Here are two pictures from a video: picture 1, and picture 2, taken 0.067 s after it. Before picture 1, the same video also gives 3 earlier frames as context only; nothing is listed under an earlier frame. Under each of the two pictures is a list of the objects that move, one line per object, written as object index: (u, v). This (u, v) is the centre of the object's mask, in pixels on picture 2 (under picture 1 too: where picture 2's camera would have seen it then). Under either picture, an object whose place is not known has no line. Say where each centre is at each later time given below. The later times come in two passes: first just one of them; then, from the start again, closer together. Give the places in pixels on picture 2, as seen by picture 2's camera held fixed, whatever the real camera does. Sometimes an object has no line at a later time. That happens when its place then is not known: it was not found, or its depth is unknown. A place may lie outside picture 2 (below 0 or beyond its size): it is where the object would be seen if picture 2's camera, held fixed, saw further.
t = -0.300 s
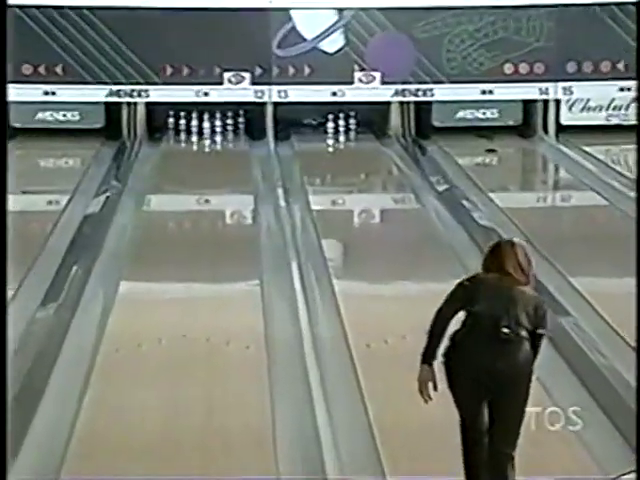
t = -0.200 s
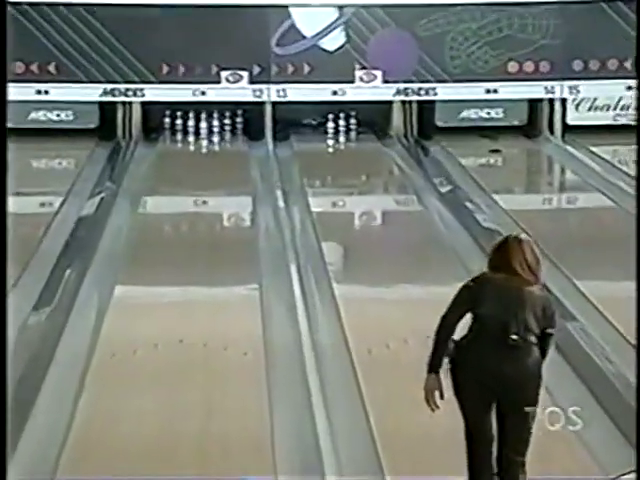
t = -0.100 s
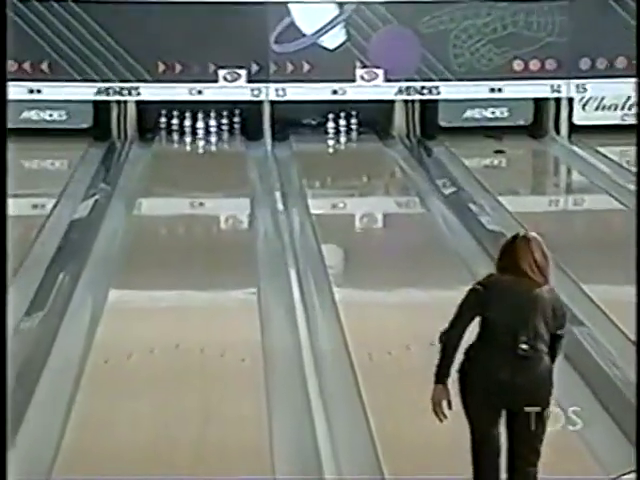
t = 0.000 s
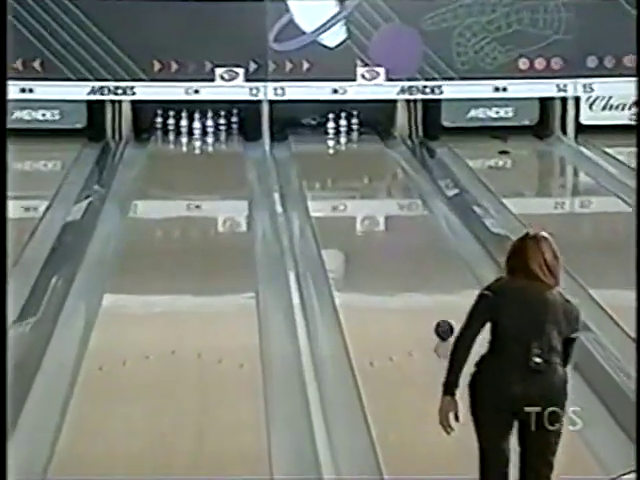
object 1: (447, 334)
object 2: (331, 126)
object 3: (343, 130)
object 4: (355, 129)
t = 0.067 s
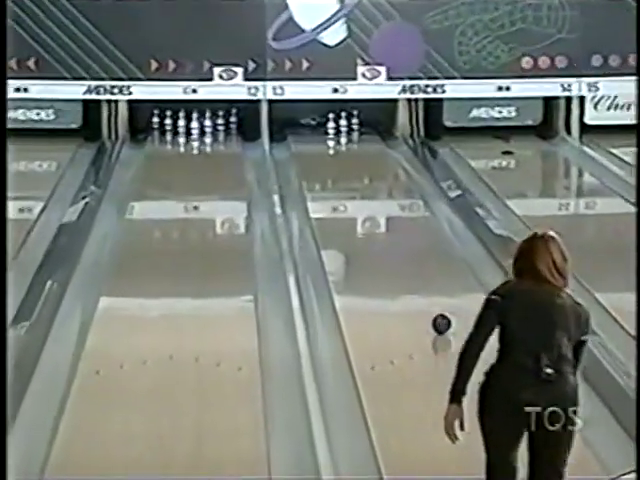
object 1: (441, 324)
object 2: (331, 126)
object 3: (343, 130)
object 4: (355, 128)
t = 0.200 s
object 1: (431, 305)
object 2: (332, 125)
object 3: (344, 130)
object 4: (356, 126)
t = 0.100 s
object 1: (438, 319)
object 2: (332, 126)
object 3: (344, 130)
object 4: (356, 128)
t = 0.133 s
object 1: (436, 314)
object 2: (332, 125)
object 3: (344, 130)
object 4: (355, 127)
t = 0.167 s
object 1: (433, 309)
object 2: (331, 125)
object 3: (344, 130)
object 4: (356, 127)
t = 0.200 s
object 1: (431, 305)
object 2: (332, 125)
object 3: (344, 130)
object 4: (356, 126)
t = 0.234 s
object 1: (428, 301)
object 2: (332, 124)
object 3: (344, 129)
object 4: (356, 125)
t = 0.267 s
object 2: (332, 124)
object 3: (344, 129)
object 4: (357, 124)
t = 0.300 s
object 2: (332, 124)
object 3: (344, 129)
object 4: (356, 124)
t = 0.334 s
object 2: (332, 123)
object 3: (345, 129)
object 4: (357, 123)
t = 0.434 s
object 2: (333, 123)
